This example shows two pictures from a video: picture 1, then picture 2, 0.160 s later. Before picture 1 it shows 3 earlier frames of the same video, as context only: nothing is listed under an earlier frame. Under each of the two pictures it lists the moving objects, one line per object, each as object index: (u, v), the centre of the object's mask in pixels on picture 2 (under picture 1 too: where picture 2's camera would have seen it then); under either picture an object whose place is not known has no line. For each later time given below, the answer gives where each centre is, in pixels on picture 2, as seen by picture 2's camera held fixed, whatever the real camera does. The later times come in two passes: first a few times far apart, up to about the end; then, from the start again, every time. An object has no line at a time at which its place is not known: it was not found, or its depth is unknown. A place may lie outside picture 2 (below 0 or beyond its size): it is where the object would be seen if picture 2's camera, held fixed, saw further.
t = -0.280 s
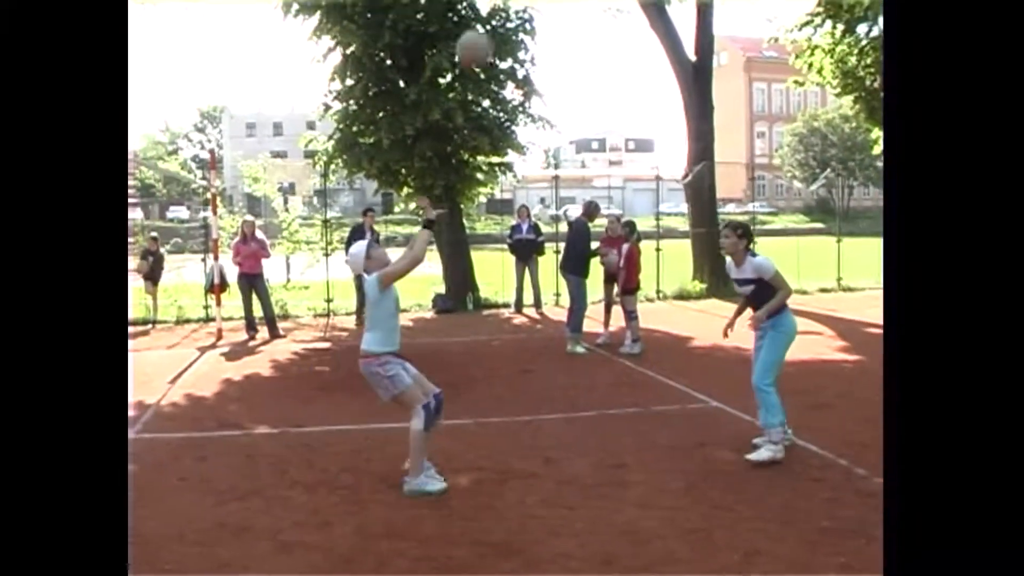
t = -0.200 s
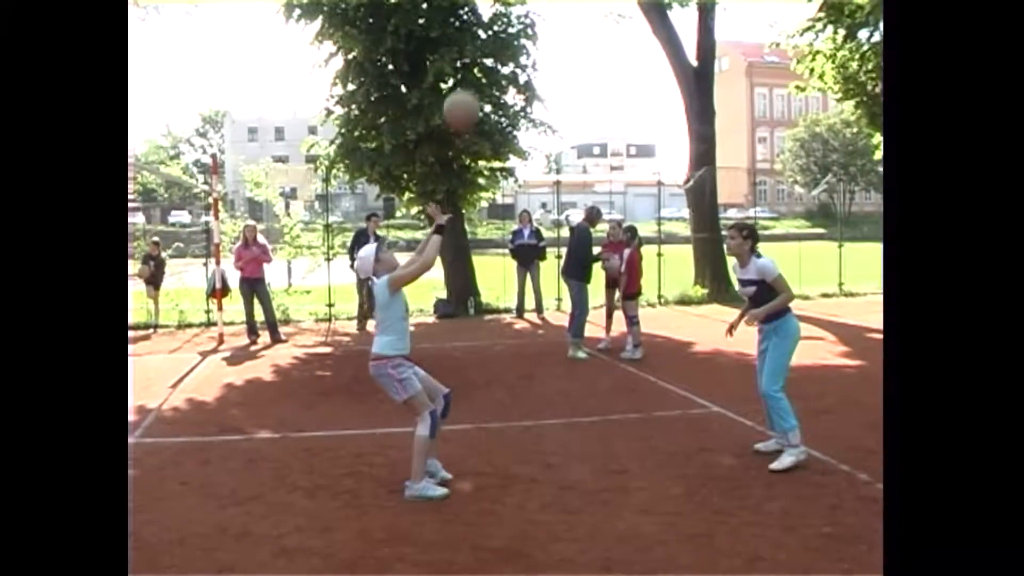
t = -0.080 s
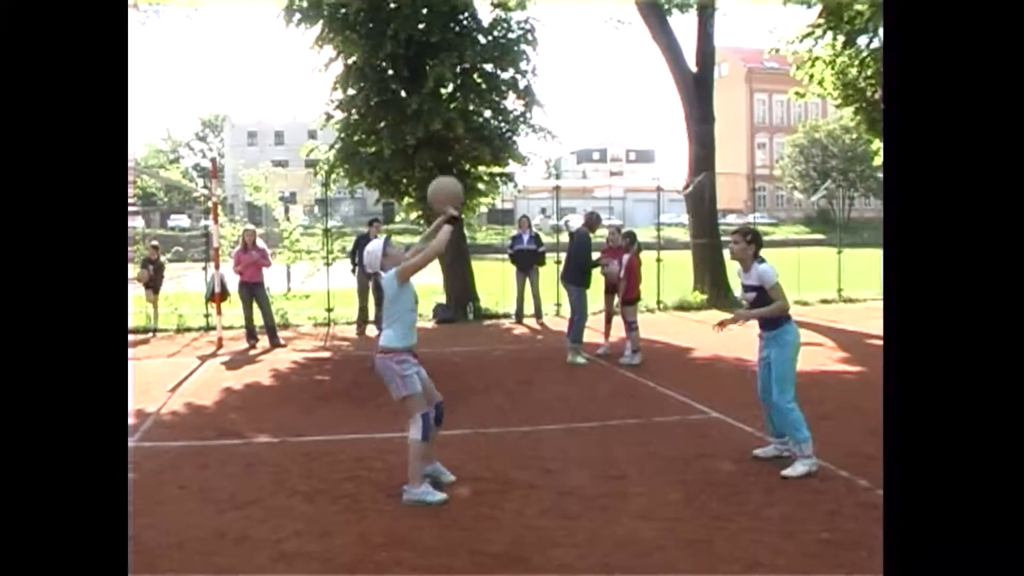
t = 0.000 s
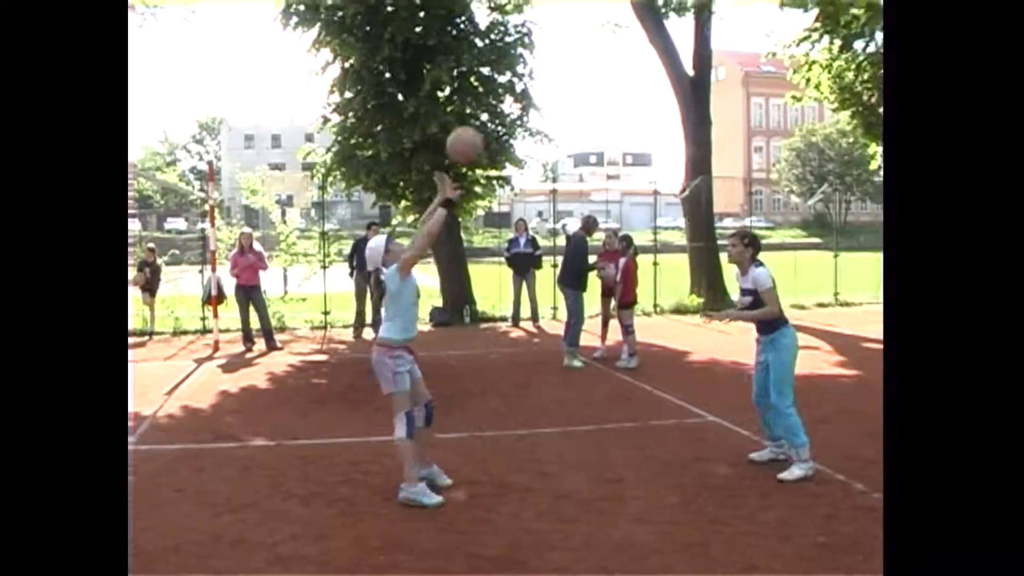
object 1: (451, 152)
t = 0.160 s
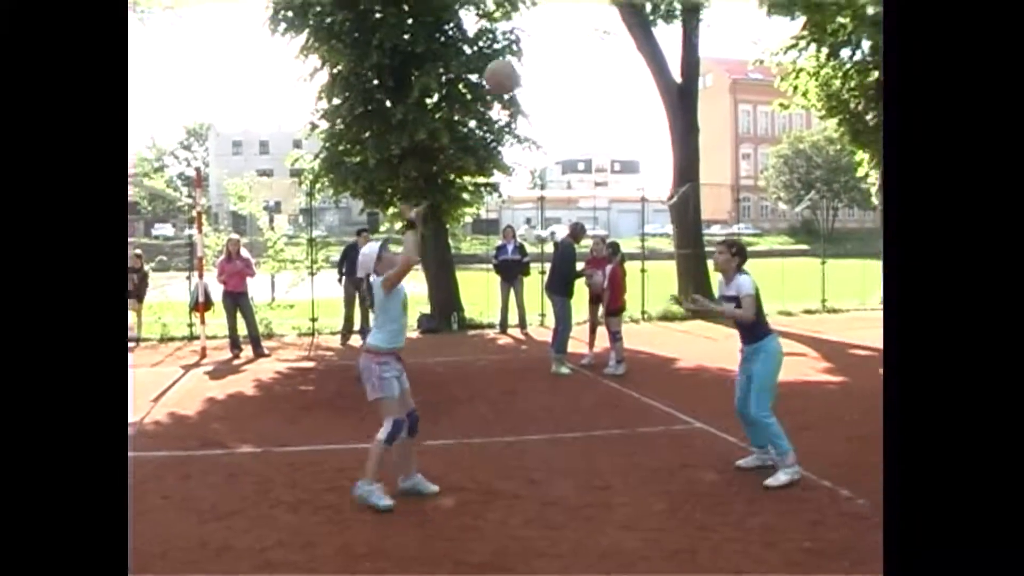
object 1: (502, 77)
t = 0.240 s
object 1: (525, 56)
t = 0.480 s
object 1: (601, 60)
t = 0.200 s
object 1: (512, 66)
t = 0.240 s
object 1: (525, 56)
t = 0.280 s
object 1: (538, 51)
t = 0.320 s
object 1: (551, 47)
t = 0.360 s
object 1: (564, 46)
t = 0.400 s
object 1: (577, 48)
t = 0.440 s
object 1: (589, 52)
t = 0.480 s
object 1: (601, 60)
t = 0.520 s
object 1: (614, 70)
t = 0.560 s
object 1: (626, 83)
